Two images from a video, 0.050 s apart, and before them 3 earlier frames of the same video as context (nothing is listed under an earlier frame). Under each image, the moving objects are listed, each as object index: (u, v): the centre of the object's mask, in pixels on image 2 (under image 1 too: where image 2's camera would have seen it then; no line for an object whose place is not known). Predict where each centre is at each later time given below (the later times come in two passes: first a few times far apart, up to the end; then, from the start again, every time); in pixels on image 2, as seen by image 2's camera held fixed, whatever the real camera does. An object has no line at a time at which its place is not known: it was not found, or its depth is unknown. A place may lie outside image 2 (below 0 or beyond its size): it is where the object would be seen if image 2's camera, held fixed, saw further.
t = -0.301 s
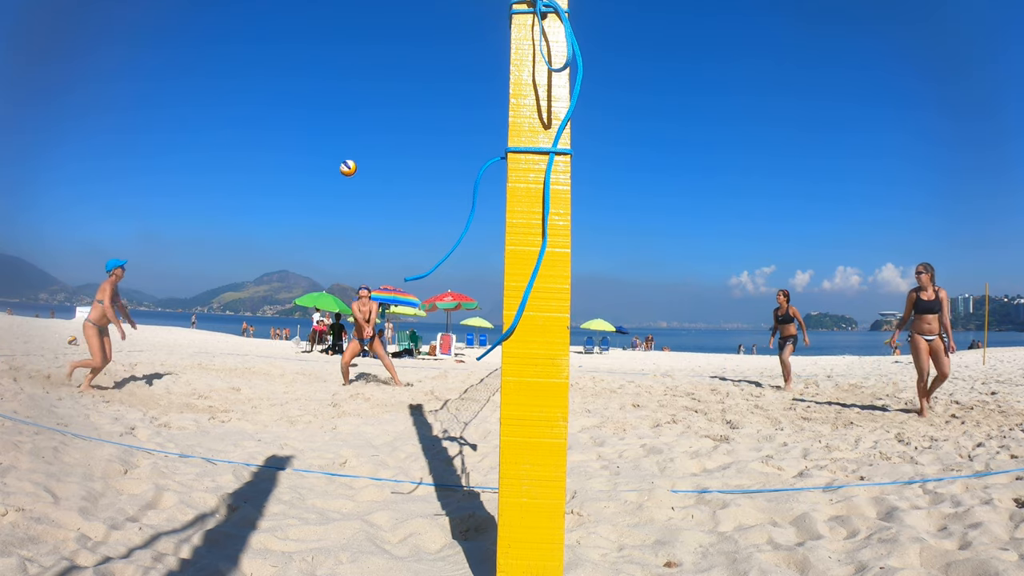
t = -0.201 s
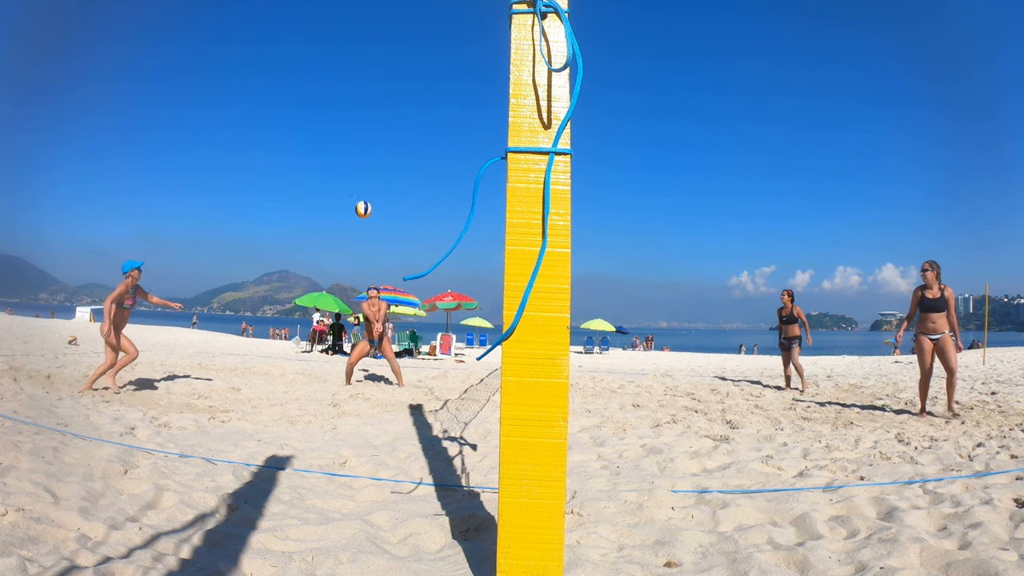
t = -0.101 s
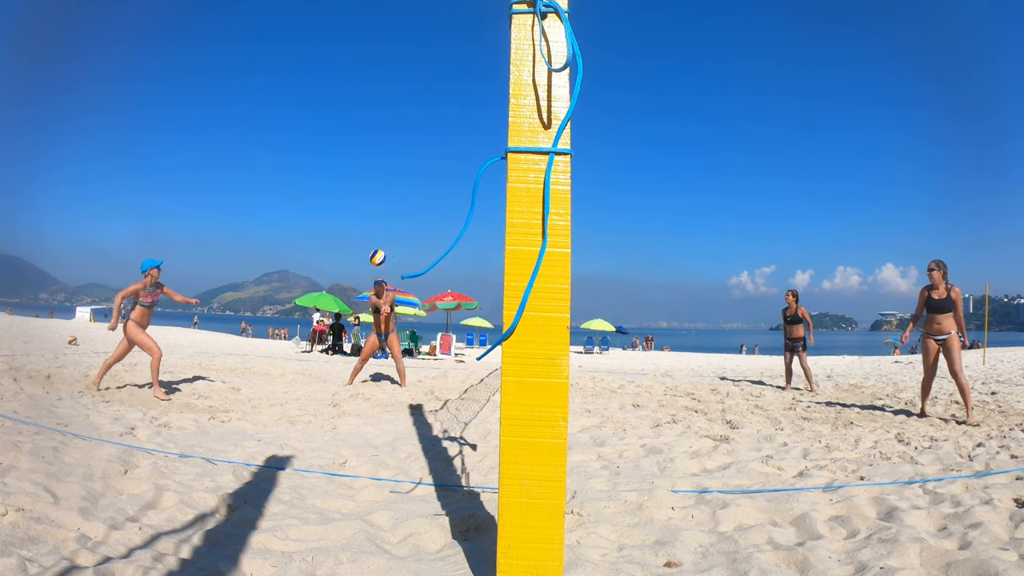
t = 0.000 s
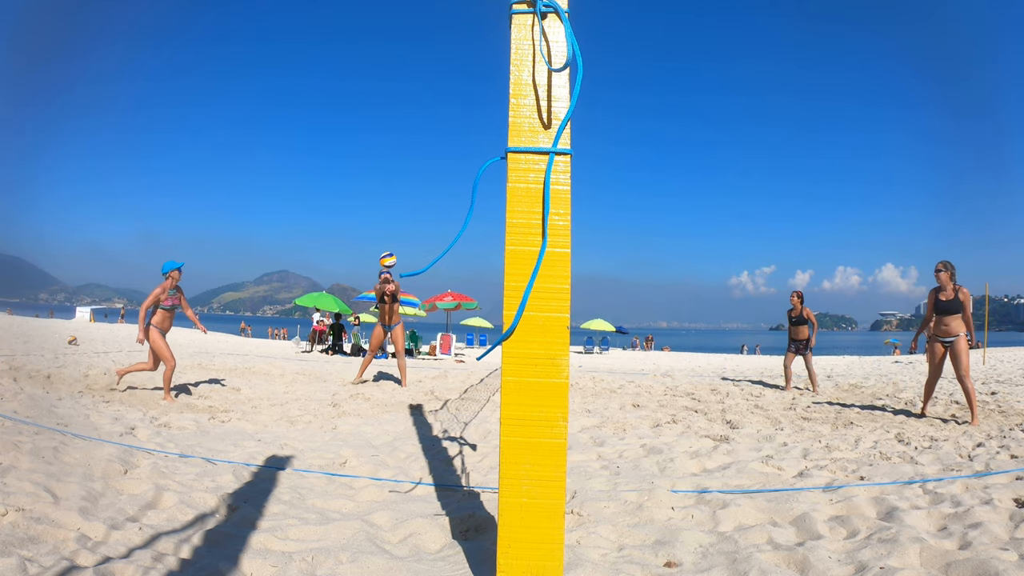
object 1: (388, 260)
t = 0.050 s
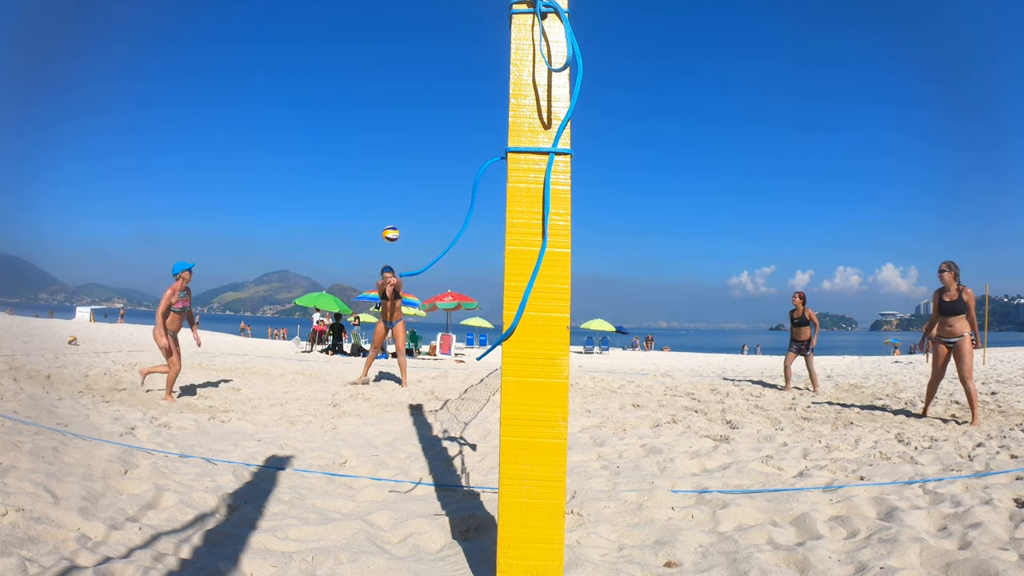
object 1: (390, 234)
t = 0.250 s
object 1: (401, 149)
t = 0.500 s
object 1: (412, 89)
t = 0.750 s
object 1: (417, 74)
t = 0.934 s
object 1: (418, 91)
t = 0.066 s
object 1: (391, 225)
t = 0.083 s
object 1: (392, 217)
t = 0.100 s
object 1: (393, 209)
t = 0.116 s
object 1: (394, 202)
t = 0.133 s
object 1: (395, 195)
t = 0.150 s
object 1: (396, 187)
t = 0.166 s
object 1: (397, 181)
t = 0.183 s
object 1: (398, 174)
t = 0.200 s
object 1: (399, 167)
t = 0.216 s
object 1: (399, 161)
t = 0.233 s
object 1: (400, 155)
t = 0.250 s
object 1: (401, 149)
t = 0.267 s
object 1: (402, 144)
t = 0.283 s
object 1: (403, 139)
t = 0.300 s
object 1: (404, 134)
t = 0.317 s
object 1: (405, 129)
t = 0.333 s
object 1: (405, 124)
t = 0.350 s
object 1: (406, 120)
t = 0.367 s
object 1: (407, 116)
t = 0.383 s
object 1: (407, 111)
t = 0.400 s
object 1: (408, 108)
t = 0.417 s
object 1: (409, 104)
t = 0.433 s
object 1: (409, 101)
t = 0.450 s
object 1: (410, 98)
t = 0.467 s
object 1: (410, 95)
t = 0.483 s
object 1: (411, 92)
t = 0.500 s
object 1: (412, 89)
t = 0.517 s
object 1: (412, 87)
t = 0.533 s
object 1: (413, 85)
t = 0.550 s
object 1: (413, 83)
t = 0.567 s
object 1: (414, 81)
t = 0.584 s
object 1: (414, 79)
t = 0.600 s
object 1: (414, 78)
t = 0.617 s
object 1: (415, 77)
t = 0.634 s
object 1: (415, 76)
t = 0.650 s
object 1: (416, 75)
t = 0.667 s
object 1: (416, 74)
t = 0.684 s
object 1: (416, 74)
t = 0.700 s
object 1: (417, 74)
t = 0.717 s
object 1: (417, 74)
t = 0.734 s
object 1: (417, 74)
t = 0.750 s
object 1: (417, 74)
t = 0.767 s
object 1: (417, 74)
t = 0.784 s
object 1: (417, 75)
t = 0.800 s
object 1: (418, 76)
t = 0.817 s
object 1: (418, 77)
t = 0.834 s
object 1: (418, 78)
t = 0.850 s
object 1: (418, 80)
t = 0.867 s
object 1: (418, 82)
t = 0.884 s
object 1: (418, 84)
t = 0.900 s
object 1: (418, 86)
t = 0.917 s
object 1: (419, 88)
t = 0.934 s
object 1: (418, 91)
